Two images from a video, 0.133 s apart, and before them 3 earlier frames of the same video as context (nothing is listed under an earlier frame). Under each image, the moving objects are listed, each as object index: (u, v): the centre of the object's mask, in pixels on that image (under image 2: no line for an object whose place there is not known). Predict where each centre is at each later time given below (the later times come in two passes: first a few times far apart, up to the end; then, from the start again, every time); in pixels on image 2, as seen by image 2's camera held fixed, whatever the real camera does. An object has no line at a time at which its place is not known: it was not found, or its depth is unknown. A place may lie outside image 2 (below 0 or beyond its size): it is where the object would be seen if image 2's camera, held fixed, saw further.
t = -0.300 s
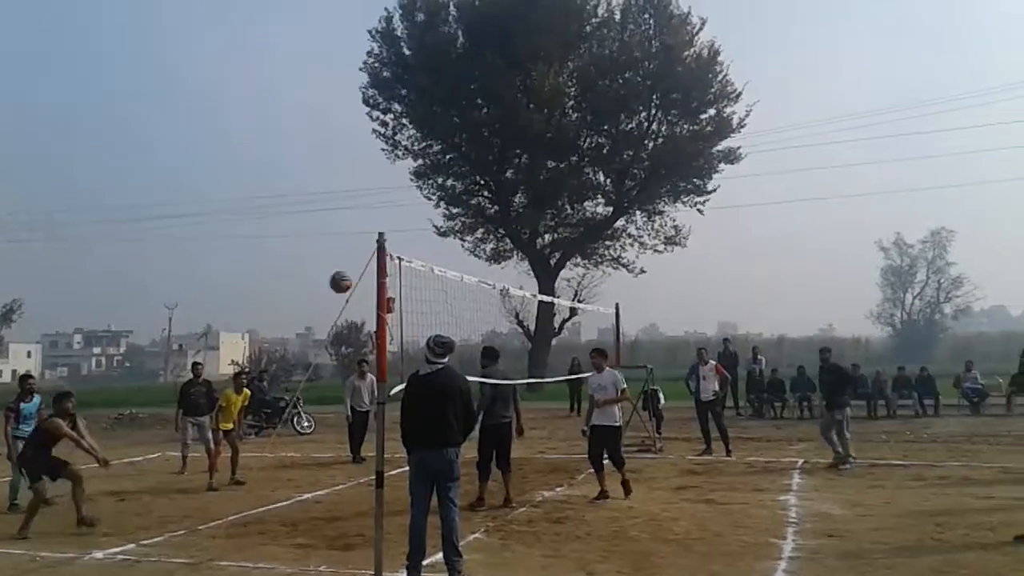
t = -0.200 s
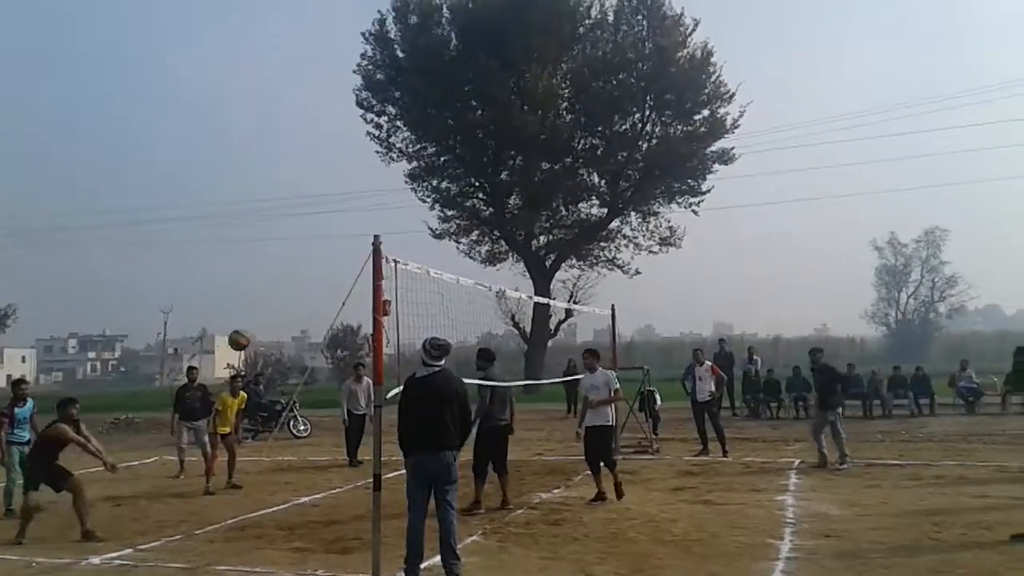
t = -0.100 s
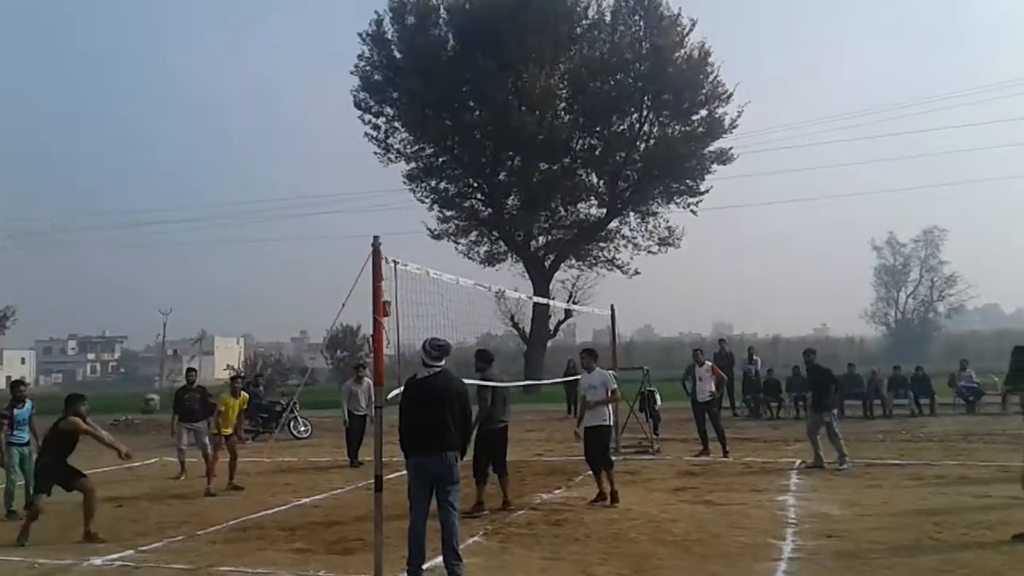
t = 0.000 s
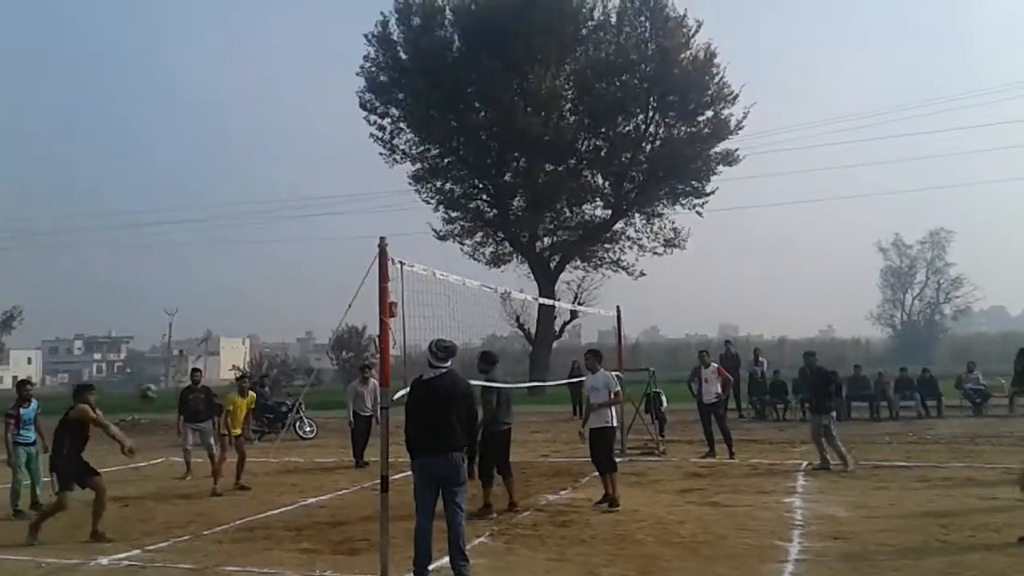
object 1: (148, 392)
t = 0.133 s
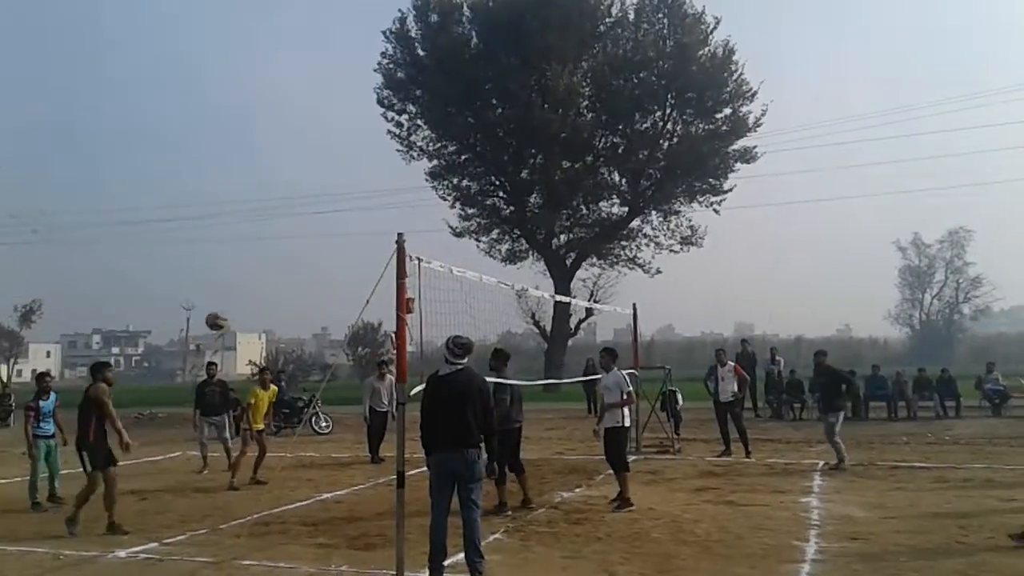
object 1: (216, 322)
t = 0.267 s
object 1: (265, 274)
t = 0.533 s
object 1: (356, 227)
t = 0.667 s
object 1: (398, 225)
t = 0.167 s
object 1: (228, 307)
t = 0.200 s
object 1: (240, 295)
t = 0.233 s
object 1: (252, 284)
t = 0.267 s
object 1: (265, 274)
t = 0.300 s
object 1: (277, 264)
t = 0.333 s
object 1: (288, 256)
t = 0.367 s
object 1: (300, 248)
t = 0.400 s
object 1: (311, 242)
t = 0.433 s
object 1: (323, 236)
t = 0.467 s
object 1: (333, 233)
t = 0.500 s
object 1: (344, 229)
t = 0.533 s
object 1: (356, 227)
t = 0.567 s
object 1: (366, 225)
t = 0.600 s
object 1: (376, 224)
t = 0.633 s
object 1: (388, 224)
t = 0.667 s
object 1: (398, 225)
